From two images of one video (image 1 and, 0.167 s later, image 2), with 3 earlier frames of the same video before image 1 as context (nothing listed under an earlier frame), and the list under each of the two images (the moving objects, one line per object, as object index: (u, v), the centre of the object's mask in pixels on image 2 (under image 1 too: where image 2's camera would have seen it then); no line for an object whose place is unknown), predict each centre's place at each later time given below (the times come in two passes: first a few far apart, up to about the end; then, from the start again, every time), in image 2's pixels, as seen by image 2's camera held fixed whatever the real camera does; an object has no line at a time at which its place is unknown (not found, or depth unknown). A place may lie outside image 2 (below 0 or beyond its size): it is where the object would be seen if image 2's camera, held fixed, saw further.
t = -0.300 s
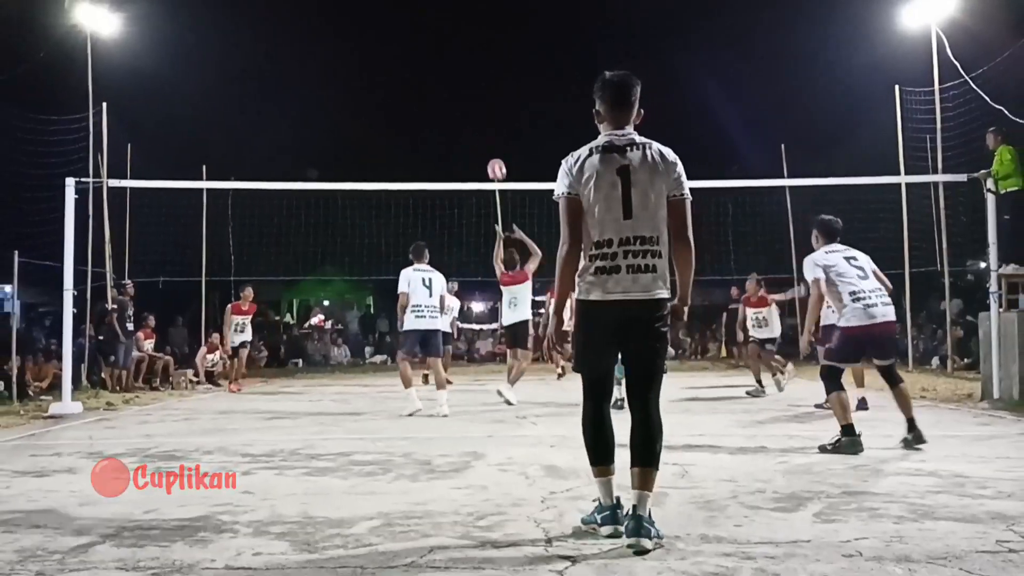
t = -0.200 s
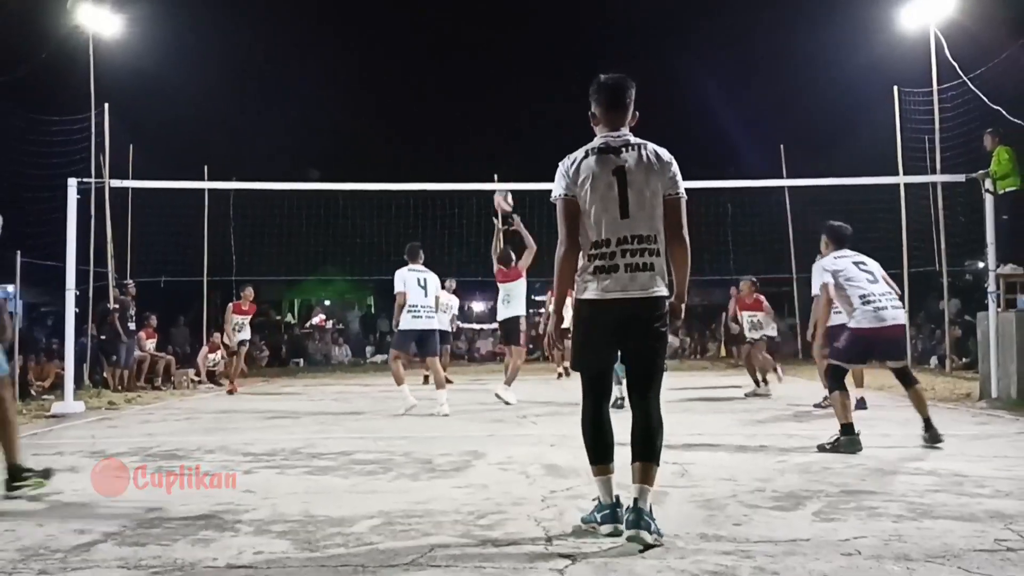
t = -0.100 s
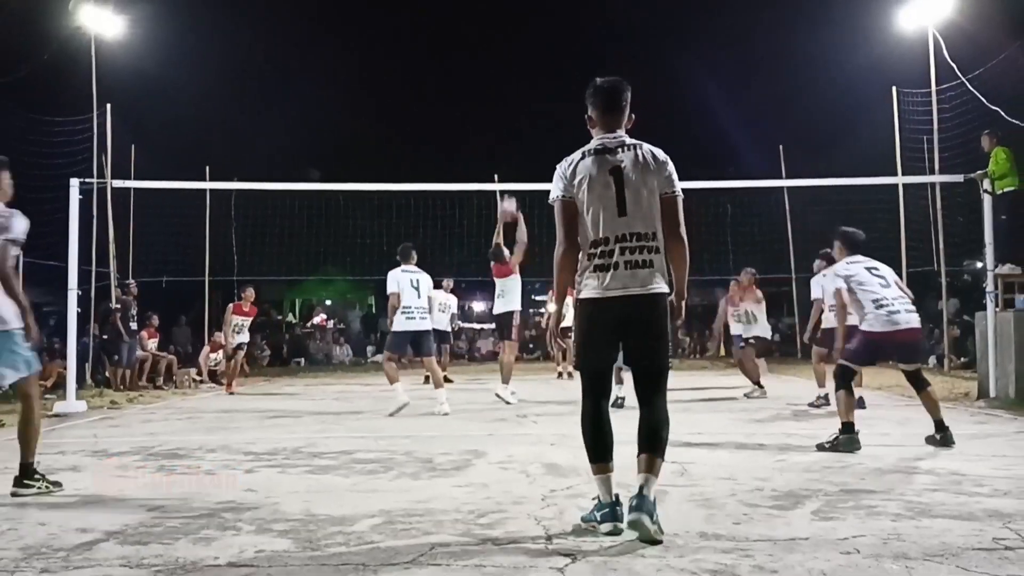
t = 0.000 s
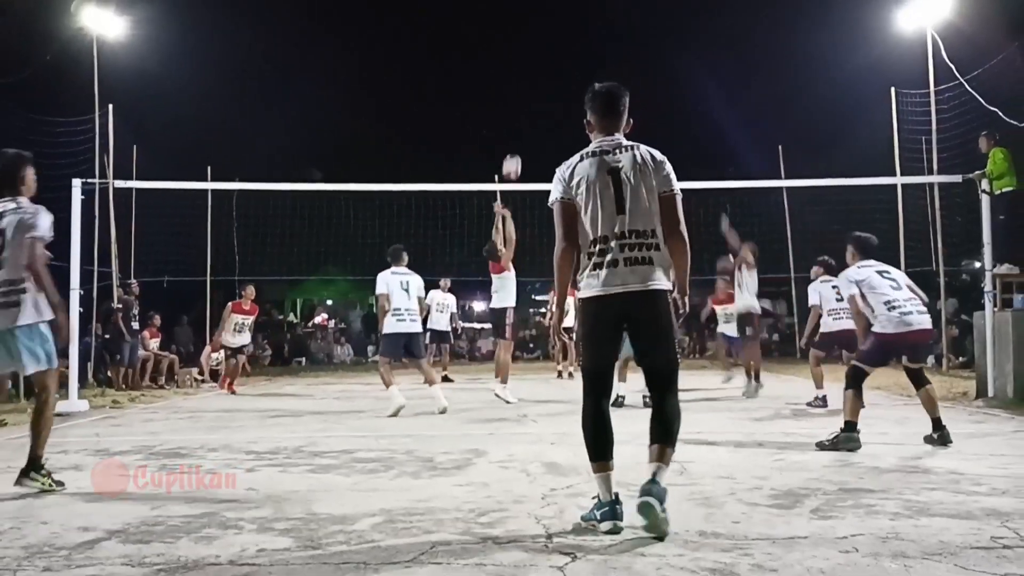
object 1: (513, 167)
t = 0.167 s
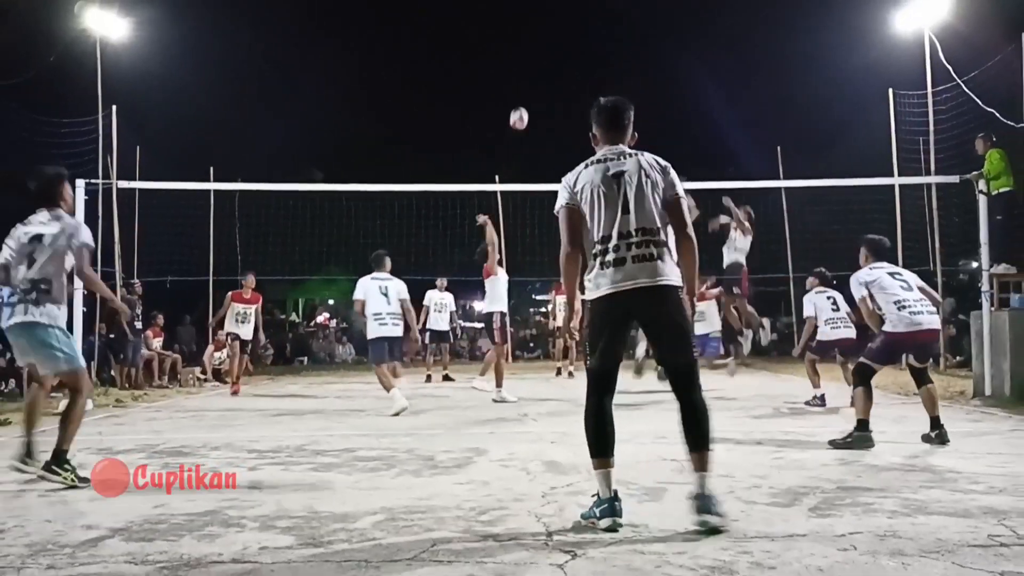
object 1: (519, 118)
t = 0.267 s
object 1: (522, 102)
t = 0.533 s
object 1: (530, 97)
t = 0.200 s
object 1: (520, 112)
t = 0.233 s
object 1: (521, 106)
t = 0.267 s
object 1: (522, 102)
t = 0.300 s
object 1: (523, 98)
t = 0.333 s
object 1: (524, 95)
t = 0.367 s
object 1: (525, 93)
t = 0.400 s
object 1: (526, 92)
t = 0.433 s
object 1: (527, 92)
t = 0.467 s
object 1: (528, 93)
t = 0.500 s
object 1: (529, 95)
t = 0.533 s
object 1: (530, 97)
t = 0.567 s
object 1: (530, 101)
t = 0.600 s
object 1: (531, 105)
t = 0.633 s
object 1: (532, 110)
